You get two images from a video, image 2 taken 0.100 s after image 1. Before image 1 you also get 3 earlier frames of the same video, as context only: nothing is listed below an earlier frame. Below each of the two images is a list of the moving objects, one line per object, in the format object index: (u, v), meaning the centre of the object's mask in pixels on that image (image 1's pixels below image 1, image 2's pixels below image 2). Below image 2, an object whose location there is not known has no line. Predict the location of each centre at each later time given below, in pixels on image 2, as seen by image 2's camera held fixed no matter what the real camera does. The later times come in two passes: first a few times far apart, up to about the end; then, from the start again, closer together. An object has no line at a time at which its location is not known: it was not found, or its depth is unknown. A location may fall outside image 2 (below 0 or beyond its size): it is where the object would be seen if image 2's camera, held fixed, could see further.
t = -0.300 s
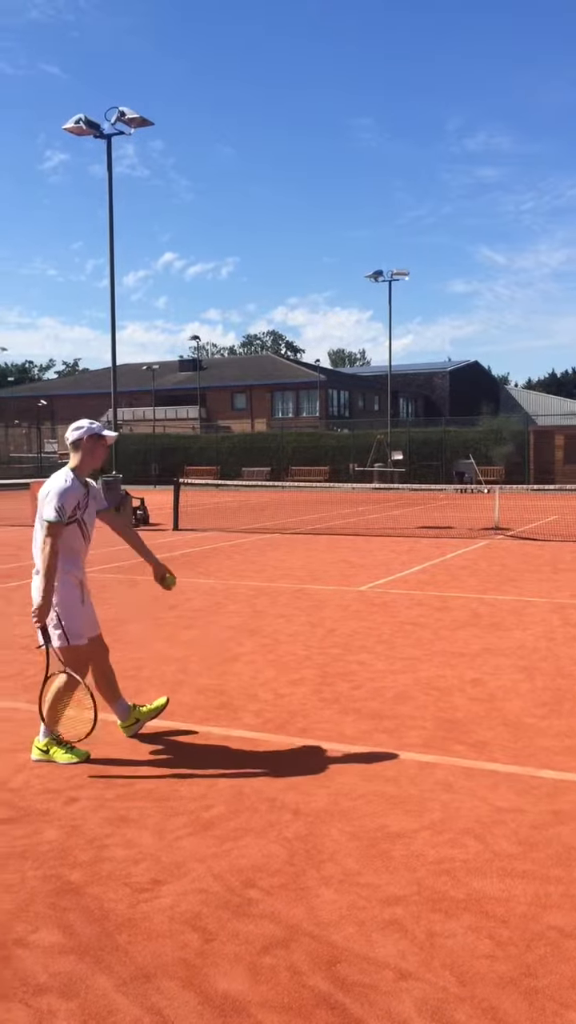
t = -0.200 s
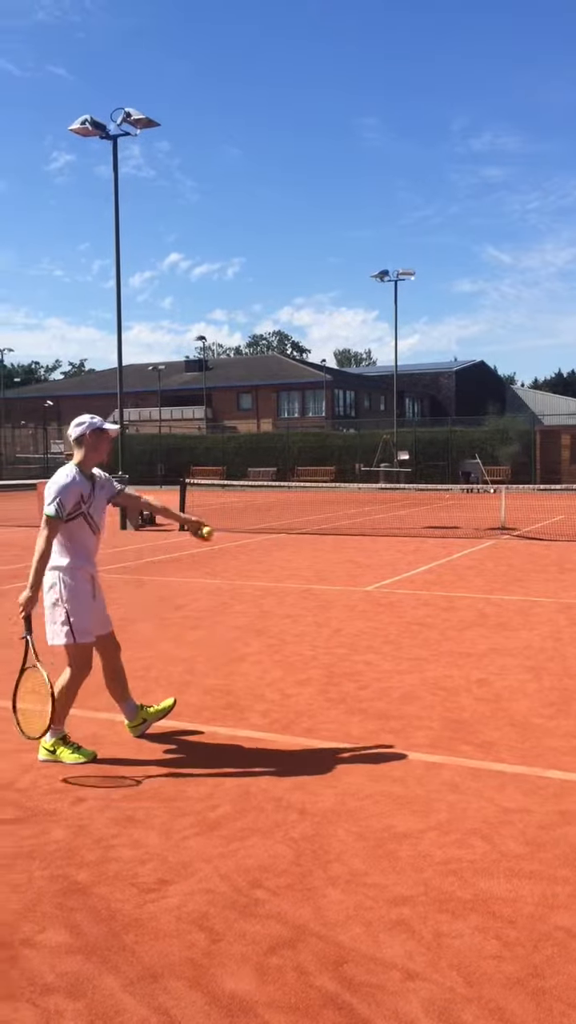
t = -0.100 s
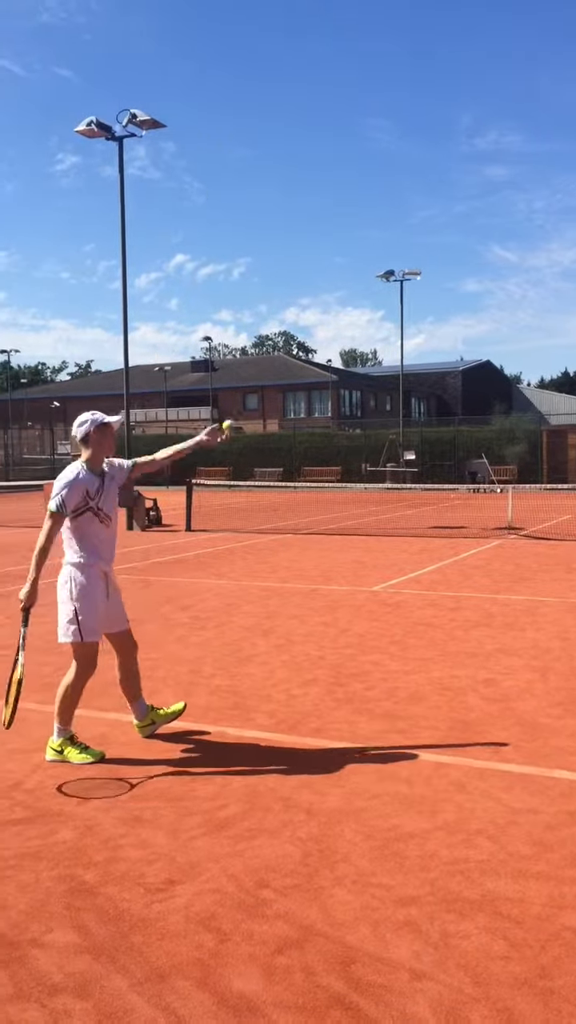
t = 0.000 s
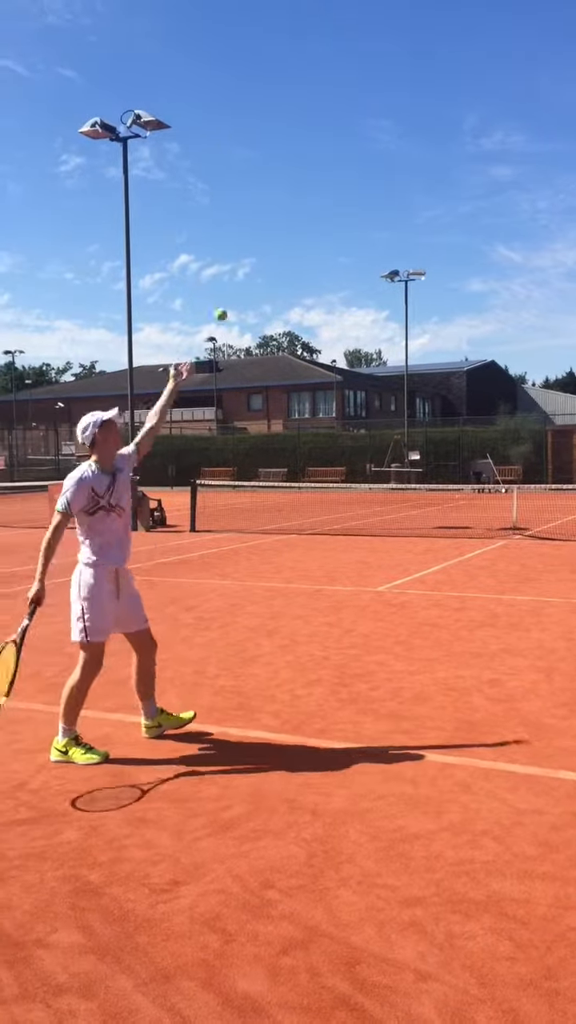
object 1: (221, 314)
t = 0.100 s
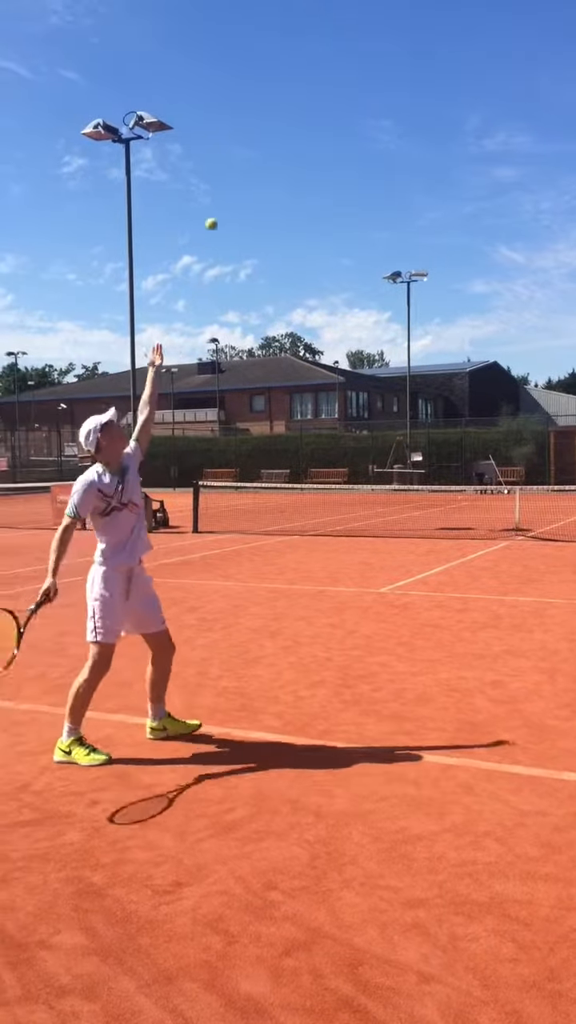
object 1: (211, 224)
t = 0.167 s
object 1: (205, 173)
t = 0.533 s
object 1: (172, 54)
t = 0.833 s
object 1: (151, 134)
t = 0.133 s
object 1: (208, 198)
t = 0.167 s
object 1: (205, 173)
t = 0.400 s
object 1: (182, 68)
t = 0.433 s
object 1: (180, 62)
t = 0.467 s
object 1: (177, 58)
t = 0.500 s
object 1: (174, 55)
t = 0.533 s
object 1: (172, 54)
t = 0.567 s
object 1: (170, 56)
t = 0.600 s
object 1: (166, 59)
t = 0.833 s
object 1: (151, 134)
